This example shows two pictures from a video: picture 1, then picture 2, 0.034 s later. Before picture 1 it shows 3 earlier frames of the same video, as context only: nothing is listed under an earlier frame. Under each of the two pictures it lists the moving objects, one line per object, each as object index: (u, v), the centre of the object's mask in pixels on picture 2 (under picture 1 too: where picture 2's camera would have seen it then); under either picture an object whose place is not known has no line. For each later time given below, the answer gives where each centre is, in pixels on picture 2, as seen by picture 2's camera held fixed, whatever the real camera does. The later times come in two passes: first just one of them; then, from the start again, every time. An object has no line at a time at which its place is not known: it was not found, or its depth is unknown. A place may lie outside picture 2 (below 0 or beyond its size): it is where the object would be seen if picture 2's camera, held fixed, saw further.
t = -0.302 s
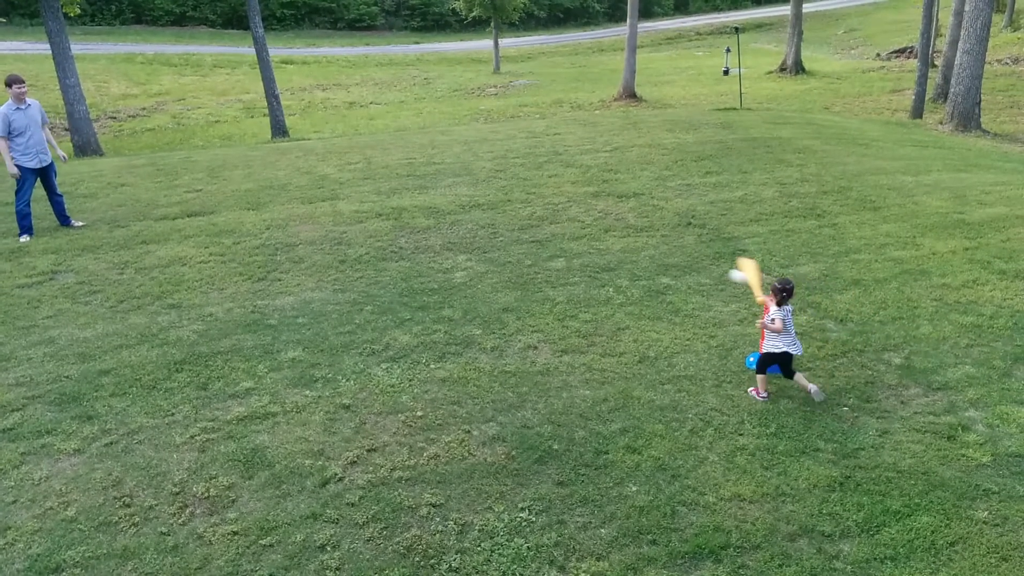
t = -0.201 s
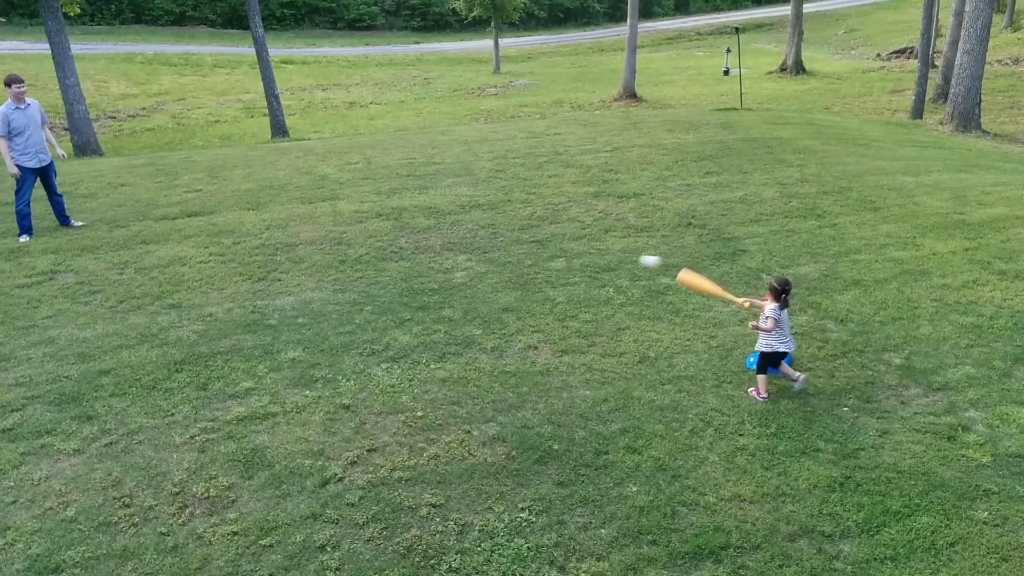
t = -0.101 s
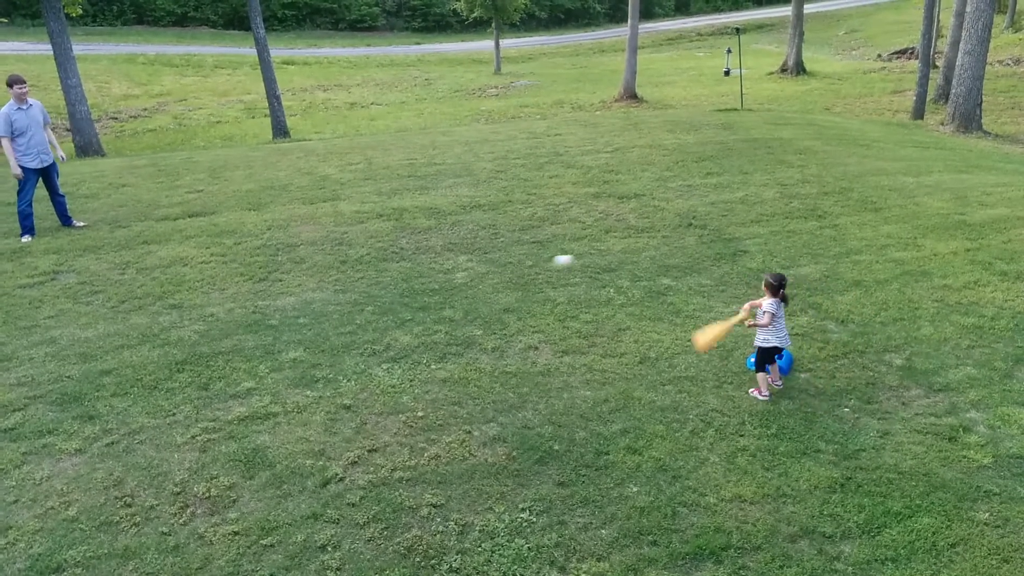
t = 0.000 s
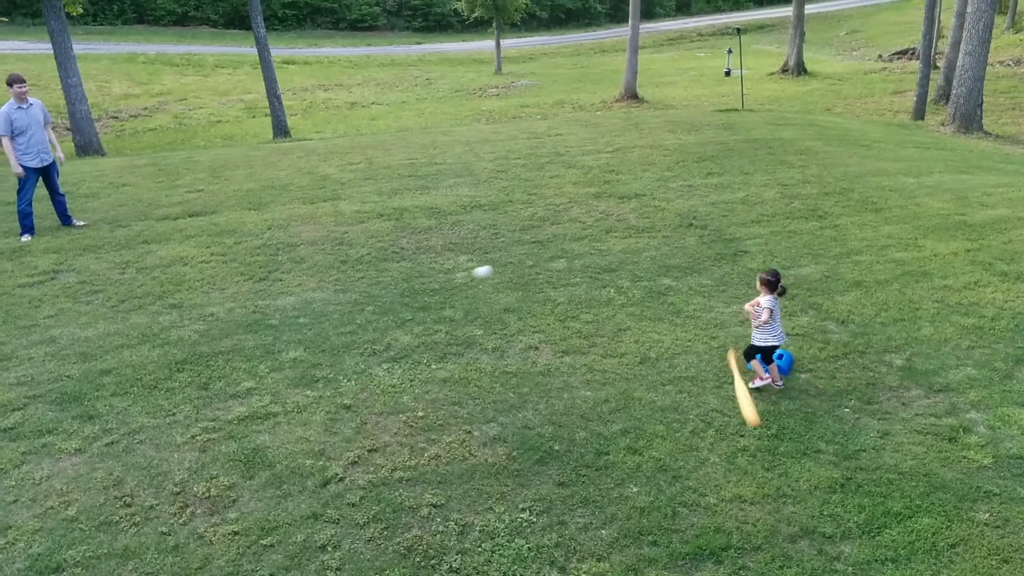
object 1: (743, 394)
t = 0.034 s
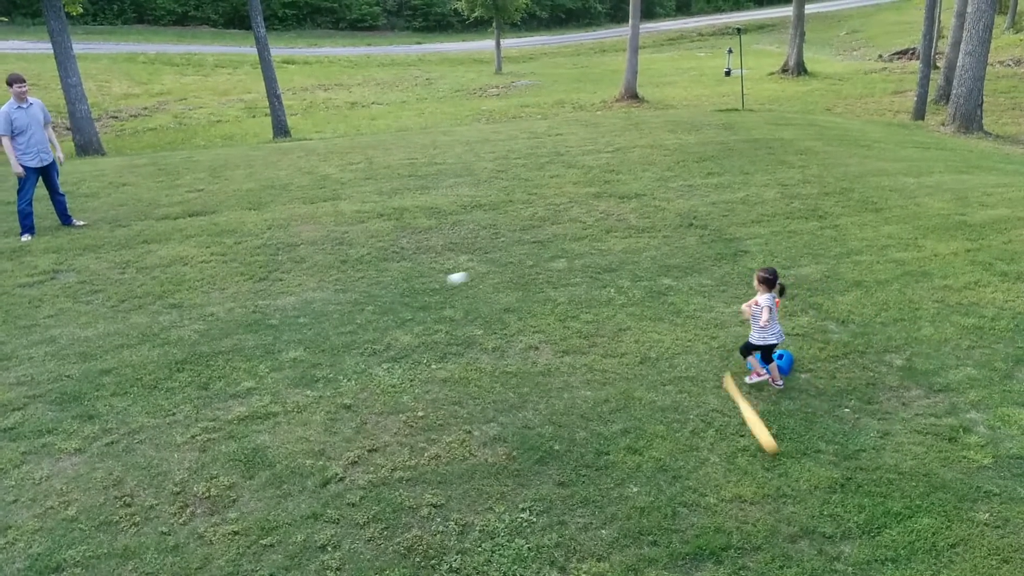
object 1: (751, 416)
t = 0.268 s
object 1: (760, 454)
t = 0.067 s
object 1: (752, 433)
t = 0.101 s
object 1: (749, 445)
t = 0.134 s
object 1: (755, 447)
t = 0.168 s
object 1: (757, 448)
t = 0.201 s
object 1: (758, 449)
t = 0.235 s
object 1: (758, 454)
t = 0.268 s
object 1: (760, 454)
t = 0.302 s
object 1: (761, 454)
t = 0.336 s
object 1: (764, 455)
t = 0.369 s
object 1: (765, 456)
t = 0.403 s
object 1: (766, 460)
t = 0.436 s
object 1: (767, 460)
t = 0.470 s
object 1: (768, 460)
